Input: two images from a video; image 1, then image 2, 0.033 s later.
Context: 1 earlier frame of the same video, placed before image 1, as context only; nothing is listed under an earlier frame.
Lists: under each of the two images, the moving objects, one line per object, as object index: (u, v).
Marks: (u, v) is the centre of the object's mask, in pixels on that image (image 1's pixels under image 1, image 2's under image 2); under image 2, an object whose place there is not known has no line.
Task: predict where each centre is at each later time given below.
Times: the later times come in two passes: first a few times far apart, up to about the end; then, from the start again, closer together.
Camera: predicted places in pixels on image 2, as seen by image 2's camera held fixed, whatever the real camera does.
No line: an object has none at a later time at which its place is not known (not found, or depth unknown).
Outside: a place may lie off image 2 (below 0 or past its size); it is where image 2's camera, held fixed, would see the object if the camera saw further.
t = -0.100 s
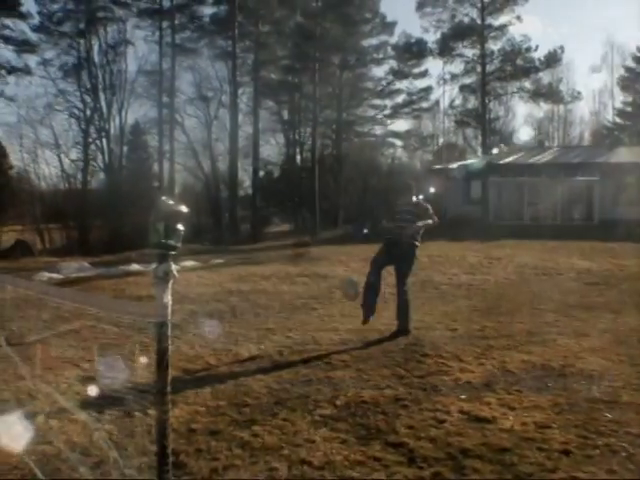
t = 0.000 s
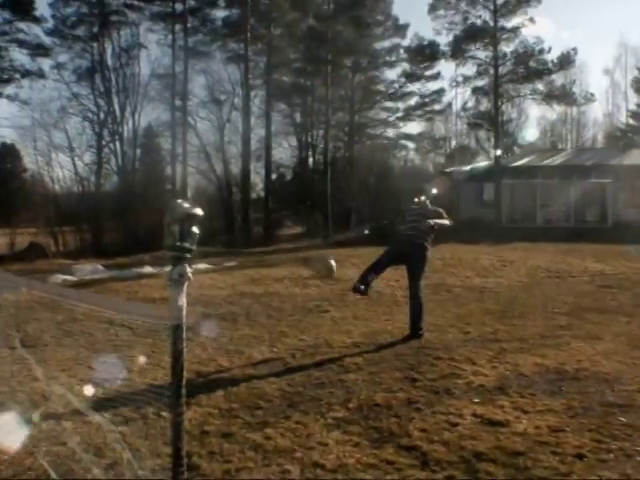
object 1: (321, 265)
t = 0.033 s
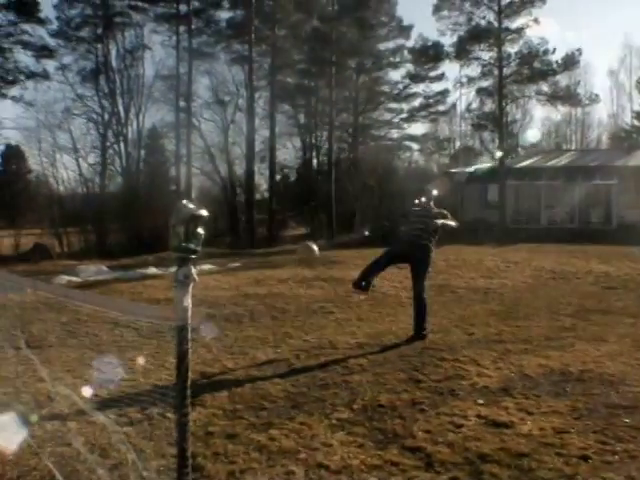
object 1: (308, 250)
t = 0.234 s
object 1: (154, 168)
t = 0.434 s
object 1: (-38, 118)
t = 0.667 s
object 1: (-293, 125)
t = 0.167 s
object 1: (208, 194)
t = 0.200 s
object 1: (182, 182)
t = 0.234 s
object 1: (154, 168)
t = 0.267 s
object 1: (123, 158)
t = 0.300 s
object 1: (93, 148)
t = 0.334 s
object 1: (61, 139)
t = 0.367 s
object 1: (29, 131)
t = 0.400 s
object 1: (-6, 125)
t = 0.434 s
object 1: (-38, 118)
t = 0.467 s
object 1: (-74, 115)
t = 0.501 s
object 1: (-111, 112)
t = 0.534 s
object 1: (-149, 113)
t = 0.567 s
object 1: (-186, 114)
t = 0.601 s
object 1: (-224, 117)
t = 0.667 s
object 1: (-293, 125)
